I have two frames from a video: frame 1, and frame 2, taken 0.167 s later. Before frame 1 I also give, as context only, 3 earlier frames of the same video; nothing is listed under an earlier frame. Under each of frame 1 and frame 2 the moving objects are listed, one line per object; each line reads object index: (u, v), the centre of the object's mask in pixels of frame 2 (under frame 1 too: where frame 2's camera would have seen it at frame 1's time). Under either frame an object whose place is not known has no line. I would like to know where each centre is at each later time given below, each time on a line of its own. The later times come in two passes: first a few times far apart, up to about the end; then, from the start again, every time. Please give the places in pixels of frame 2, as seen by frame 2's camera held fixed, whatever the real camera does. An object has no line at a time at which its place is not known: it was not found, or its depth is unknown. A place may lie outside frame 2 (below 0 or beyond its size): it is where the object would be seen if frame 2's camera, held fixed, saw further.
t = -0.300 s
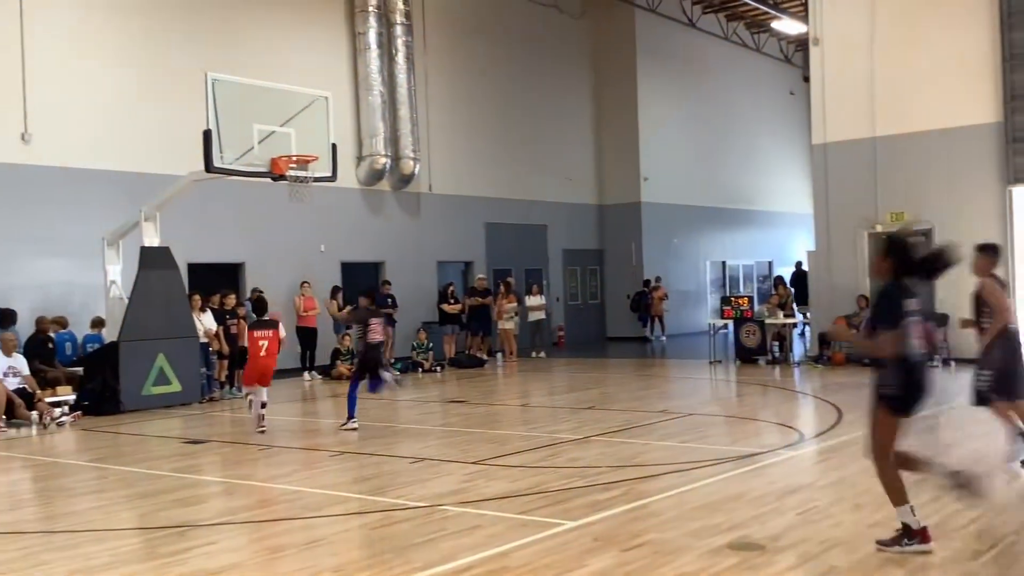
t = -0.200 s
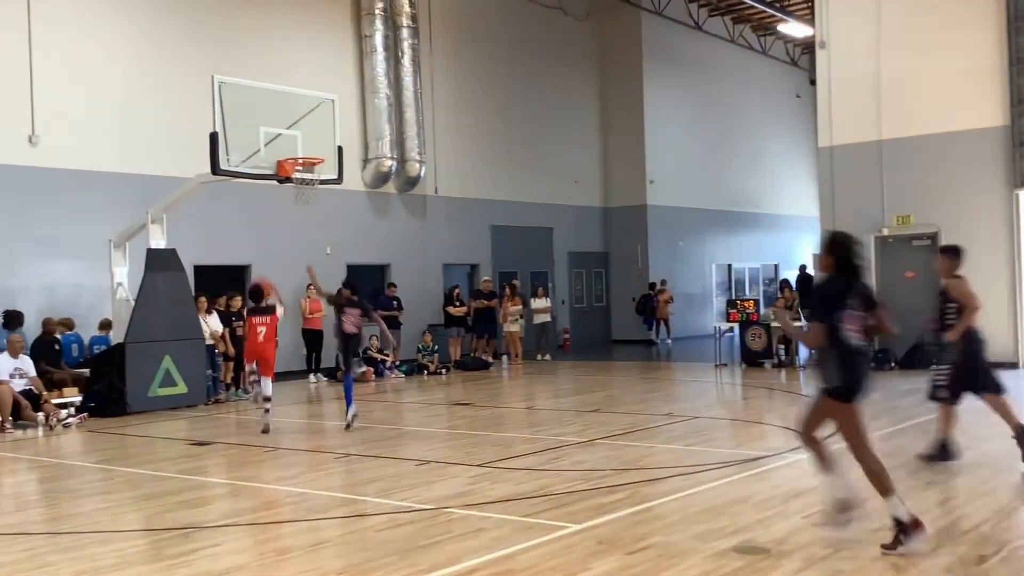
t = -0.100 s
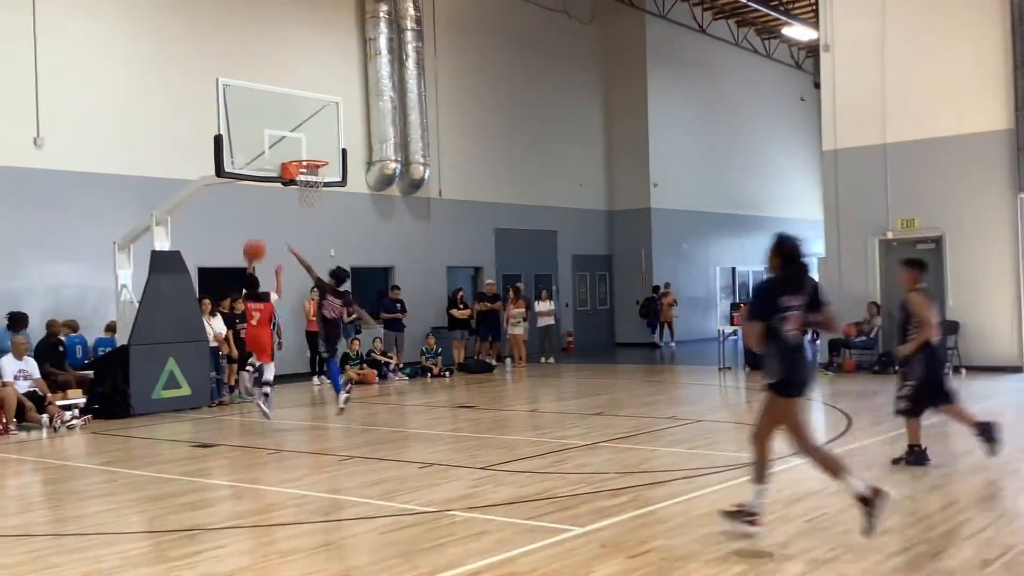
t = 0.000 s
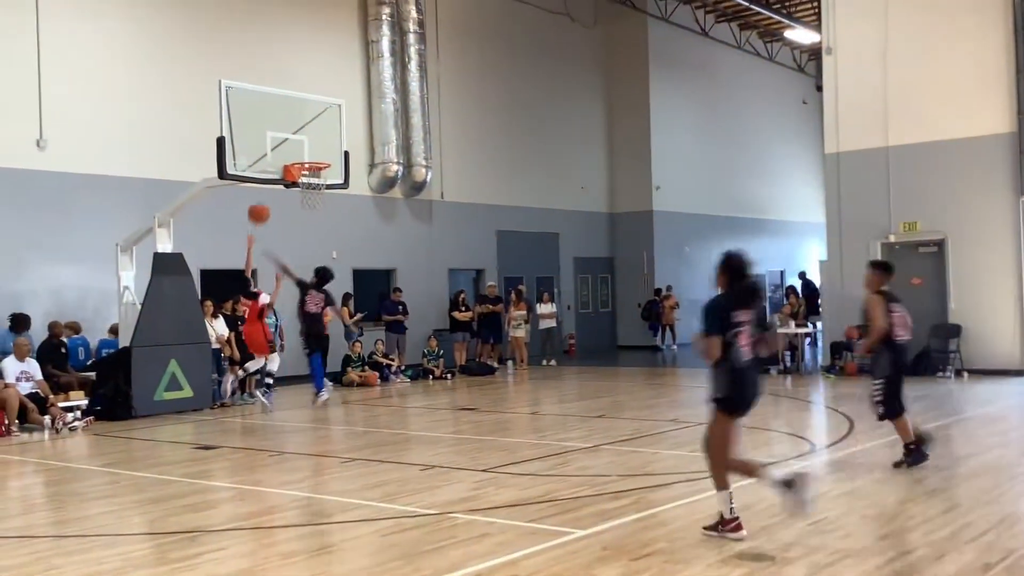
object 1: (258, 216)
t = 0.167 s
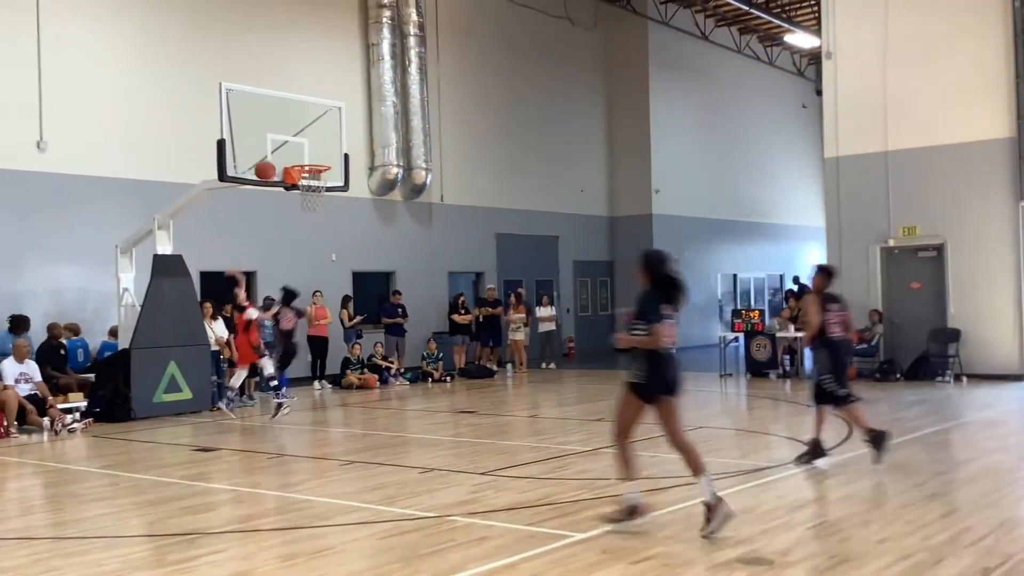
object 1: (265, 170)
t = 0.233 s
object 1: (268, 160)
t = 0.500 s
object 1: (299, 158)
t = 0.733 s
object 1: (323, 194)
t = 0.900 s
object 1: (325, 222)
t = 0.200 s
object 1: (266, 165)
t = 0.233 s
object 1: (268, 160)
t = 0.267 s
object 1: (269, 156)
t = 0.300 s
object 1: (271, 154)
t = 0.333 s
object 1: (276, 152)
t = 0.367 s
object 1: (280, 151)
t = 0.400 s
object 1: (285, 152)
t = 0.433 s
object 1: (289, 153)
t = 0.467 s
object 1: (294, 155)
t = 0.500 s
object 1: (299, 158)
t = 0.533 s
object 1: (304, 163)
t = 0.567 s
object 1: (308, 168)
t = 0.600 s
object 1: (313, 173)
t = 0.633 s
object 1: (318, 178)
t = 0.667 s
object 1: (320, 184)
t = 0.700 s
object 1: (323, 190)
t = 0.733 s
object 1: (323, 194)
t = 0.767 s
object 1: (324, 197)
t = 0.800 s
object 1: (324, 203)
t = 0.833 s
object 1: (324, 207)
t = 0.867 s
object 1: (325, 214)
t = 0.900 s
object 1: (325, 222)
